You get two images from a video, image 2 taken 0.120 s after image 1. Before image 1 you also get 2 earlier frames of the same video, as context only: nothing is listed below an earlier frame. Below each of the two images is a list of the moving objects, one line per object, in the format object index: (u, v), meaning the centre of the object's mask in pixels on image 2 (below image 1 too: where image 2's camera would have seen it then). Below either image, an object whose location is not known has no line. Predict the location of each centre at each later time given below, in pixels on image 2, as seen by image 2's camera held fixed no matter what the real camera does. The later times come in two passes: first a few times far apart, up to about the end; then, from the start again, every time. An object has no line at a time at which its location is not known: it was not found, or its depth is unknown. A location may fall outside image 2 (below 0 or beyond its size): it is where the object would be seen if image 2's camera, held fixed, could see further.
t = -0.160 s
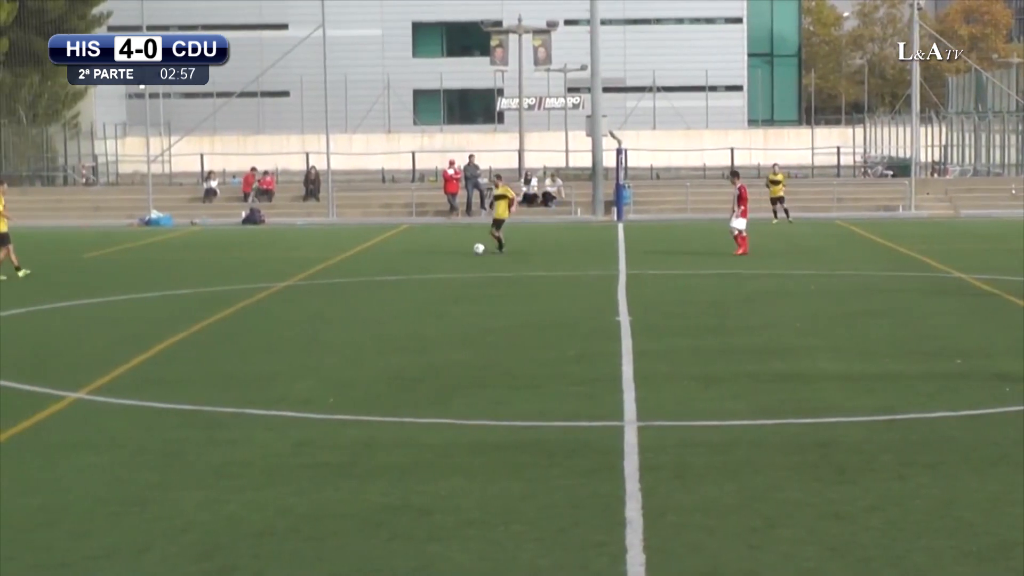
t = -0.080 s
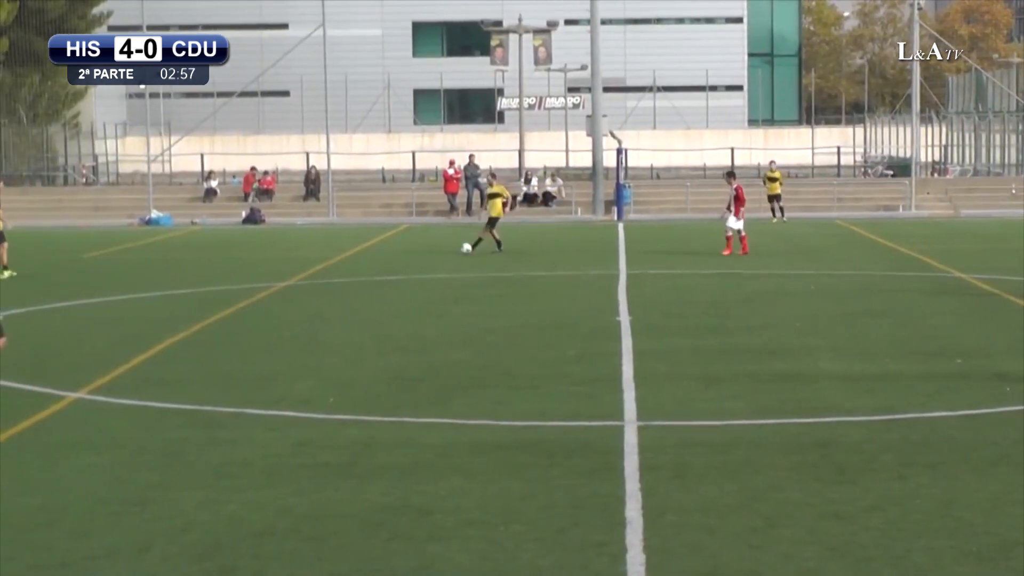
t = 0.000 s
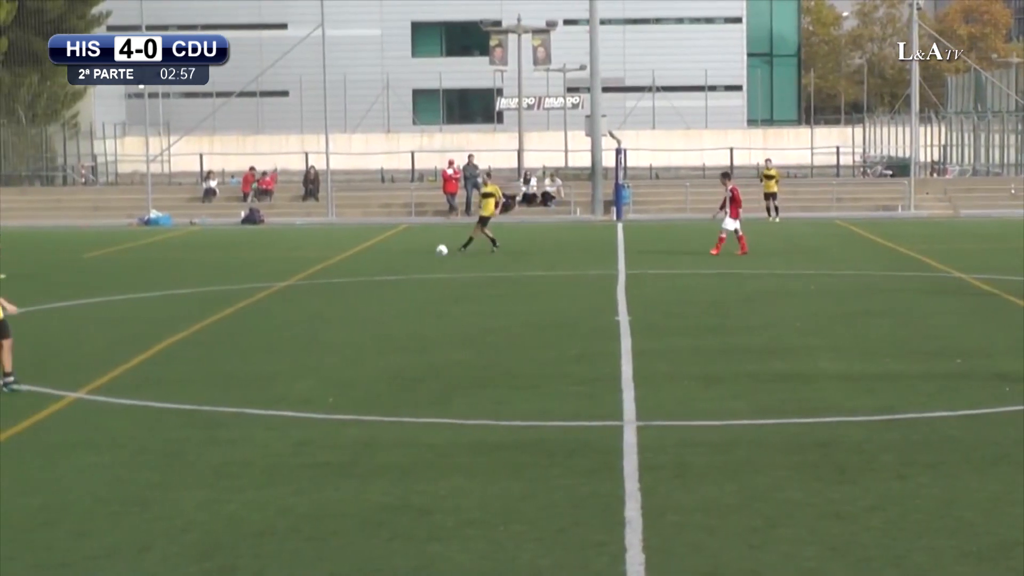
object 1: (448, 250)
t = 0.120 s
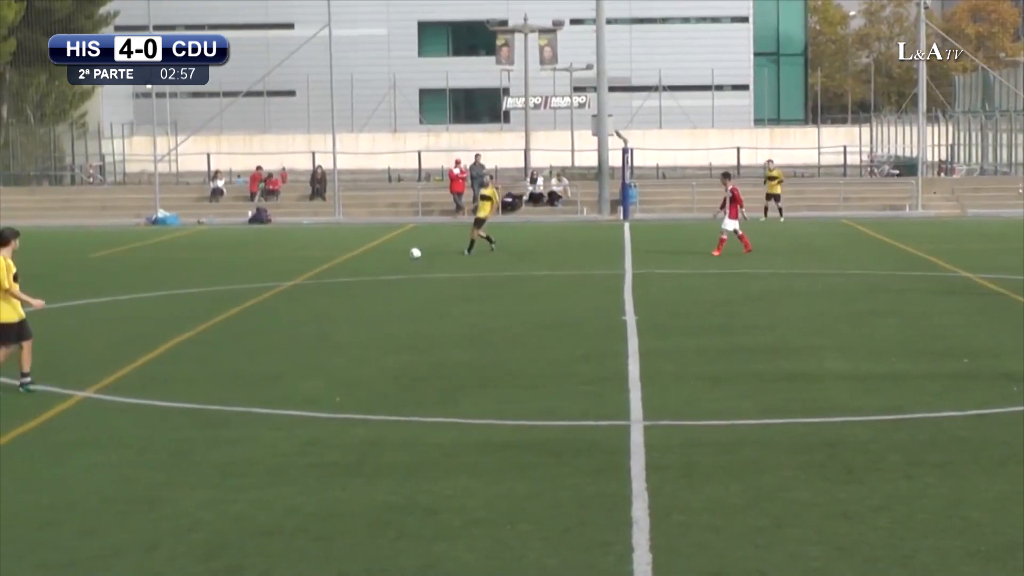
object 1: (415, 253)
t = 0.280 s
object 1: (374, 257)
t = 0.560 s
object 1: (311, 264)
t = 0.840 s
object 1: (254, 270)
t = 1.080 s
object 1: (208, 275)
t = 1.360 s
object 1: (152, 280)
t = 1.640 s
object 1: (96, 286)
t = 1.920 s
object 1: (40, 291)
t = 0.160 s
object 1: (404, 254)
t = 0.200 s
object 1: (394, 255)
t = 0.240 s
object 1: (383, 257)
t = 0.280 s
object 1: (374, 257)
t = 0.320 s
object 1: (363, 258)
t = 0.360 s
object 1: (354, 260)
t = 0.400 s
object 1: (346, 261)
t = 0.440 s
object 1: (336, 261)
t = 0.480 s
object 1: (327, 262)
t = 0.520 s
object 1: (319, 264)
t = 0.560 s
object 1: (311, 264)
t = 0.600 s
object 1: (303, 266)
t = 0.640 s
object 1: (295, 265)
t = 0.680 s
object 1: (286, 266)
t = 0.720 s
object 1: (279, 267)
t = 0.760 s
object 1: (271, 268)
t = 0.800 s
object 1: (263, 269)
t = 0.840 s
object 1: (254, 270)
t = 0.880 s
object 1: (247, 270)
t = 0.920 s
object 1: (239, 272)
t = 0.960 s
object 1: (232, 273)
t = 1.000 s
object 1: (225, 272)
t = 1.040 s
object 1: (216, 273)
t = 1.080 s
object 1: (208, 275)
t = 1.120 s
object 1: (200, 275)
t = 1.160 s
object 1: (192, 276)
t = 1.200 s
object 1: (184, 277)
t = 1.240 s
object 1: (176, 278)
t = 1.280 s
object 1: (168, 279)
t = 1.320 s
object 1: (160, 279)
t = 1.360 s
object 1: (152, 280)
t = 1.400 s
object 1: (144, 281)
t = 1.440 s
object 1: (136, 282)
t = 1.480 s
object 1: (128, 282)
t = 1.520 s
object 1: (120, 283)
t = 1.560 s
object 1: (112, 284)
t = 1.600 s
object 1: (105, 285)
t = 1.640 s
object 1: (96, 286)
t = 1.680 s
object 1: (88, 286)
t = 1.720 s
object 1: (81, 287)
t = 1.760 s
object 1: (72, 288)
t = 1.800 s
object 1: (64, 289)
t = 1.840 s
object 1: (56, 290)
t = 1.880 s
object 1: (48, 290)
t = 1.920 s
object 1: (40, 291)
